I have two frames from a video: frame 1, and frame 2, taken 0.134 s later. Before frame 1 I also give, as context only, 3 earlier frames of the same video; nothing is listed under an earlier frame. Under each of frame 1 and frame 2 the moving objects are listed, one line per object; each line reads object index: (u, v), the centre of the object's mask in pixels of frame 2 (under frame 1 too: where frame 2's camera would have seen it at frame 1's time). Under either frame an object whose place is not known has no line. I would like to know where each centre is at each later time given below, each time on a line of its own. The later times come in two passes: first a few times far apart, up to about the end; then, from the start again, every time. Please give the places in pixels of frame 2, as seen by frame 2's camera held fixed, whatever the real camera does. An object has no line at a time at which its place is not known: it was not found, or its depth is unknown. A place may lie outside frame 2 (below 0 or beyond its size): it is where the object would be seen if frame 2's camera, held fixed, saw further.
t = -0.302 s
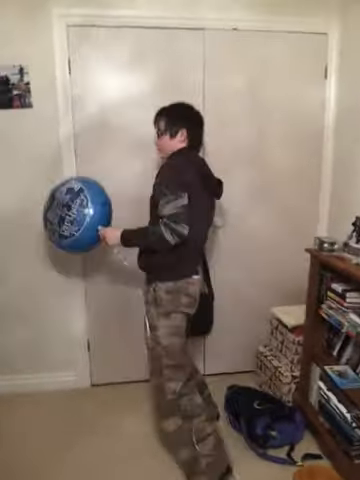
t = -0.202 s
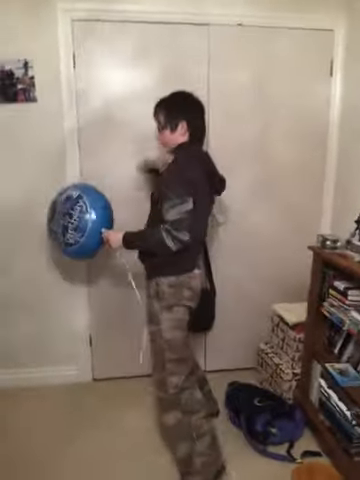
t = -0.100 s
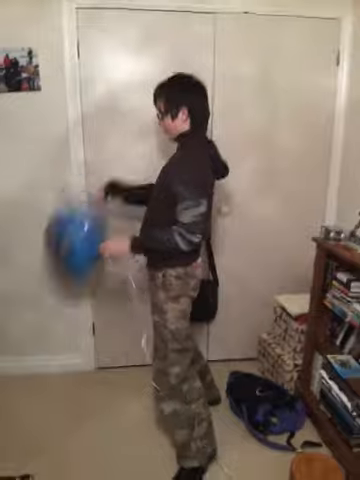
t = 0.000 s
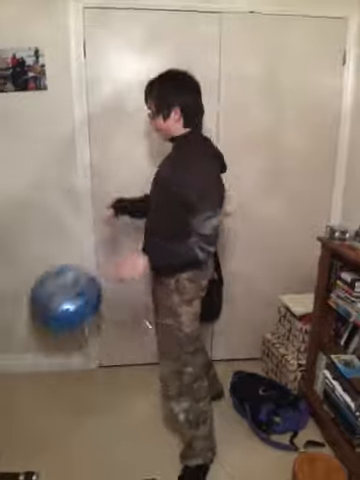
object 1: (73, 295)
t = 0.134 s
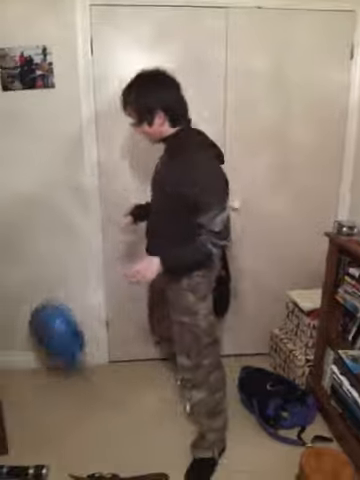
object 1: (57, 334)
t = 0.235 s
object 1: (49, 347)
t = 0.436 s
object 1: (38, 351)
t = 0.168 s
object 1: (54, 341)
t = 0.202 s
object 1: (50, 347)
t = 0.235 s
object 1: (49, 347)
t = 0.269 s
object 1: (48, 347)
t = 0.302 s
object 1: (46, 346)
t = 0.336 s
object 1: (44, 345)
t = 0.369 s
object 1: (42, 346)
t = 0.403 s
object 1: (40, 348)
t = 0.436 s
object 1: (38, 351)
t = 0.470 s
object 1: (37, 353)
